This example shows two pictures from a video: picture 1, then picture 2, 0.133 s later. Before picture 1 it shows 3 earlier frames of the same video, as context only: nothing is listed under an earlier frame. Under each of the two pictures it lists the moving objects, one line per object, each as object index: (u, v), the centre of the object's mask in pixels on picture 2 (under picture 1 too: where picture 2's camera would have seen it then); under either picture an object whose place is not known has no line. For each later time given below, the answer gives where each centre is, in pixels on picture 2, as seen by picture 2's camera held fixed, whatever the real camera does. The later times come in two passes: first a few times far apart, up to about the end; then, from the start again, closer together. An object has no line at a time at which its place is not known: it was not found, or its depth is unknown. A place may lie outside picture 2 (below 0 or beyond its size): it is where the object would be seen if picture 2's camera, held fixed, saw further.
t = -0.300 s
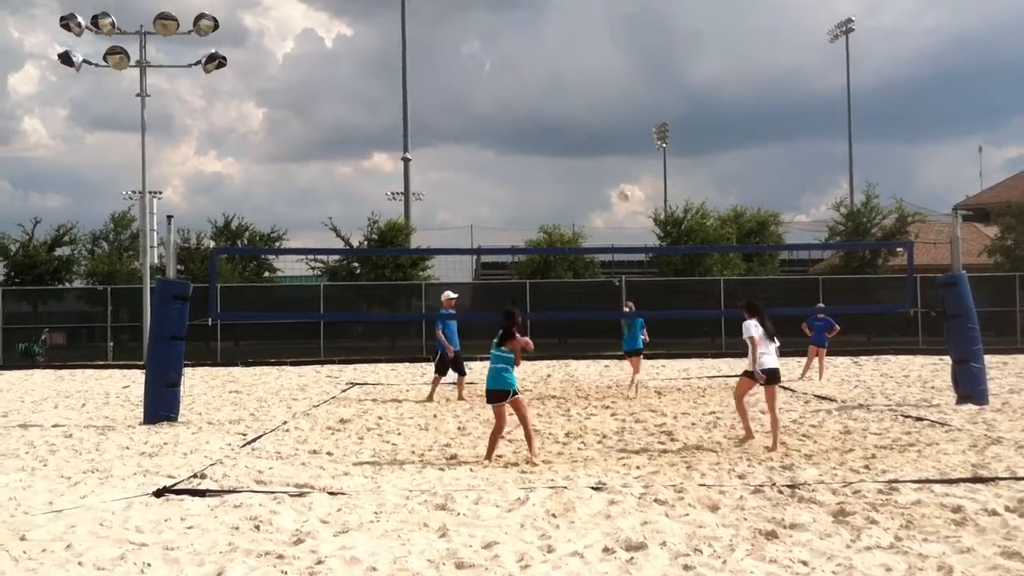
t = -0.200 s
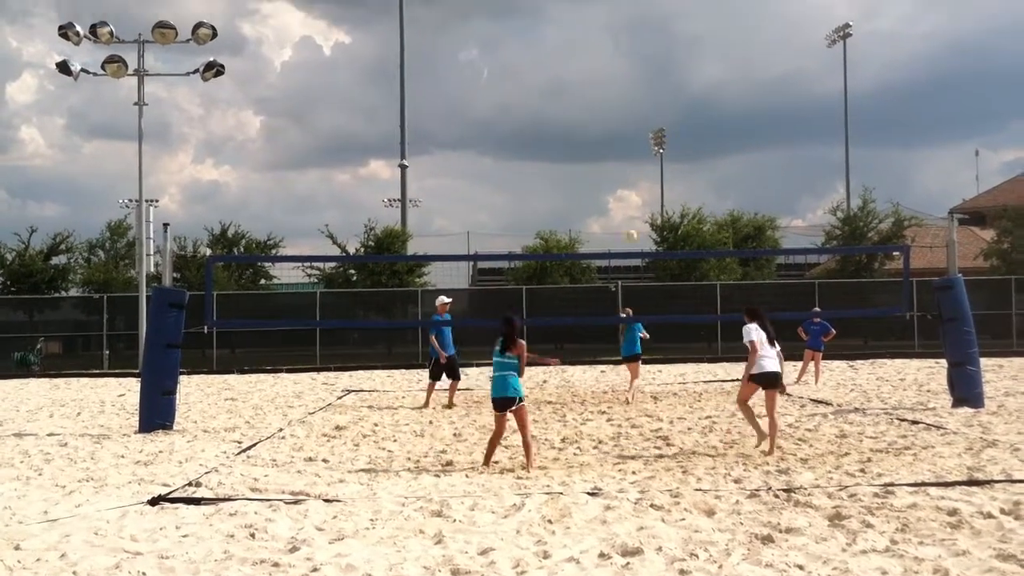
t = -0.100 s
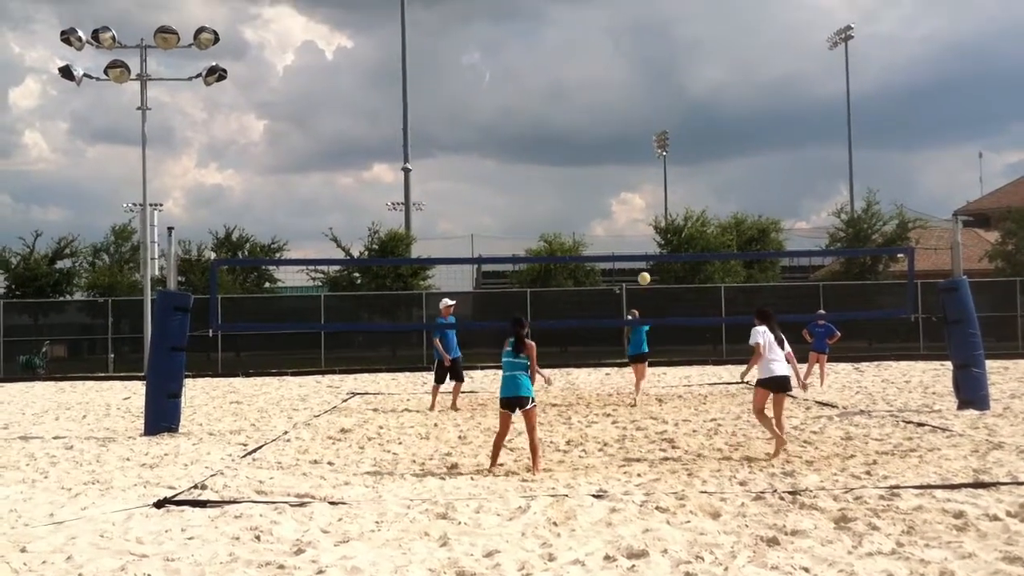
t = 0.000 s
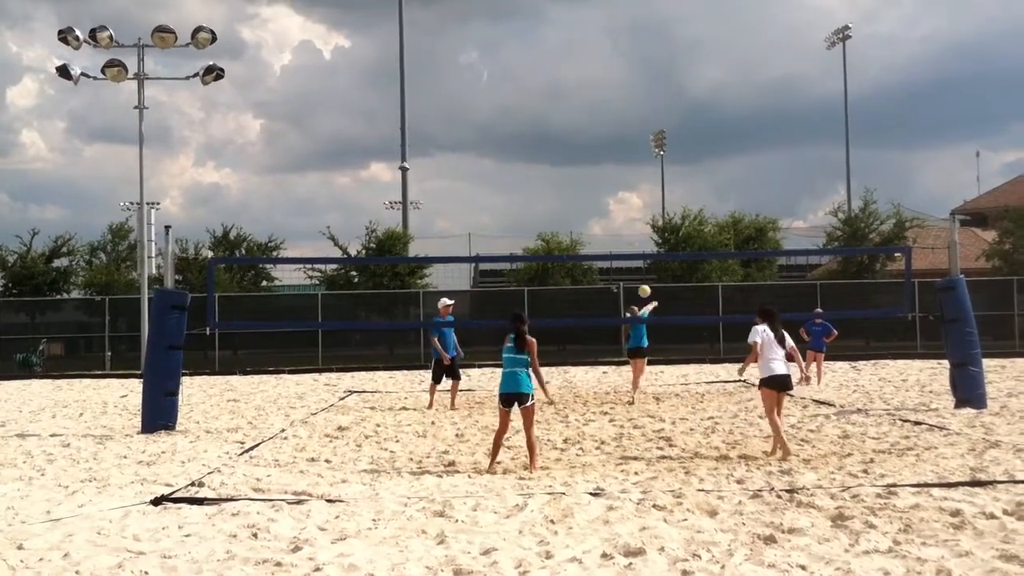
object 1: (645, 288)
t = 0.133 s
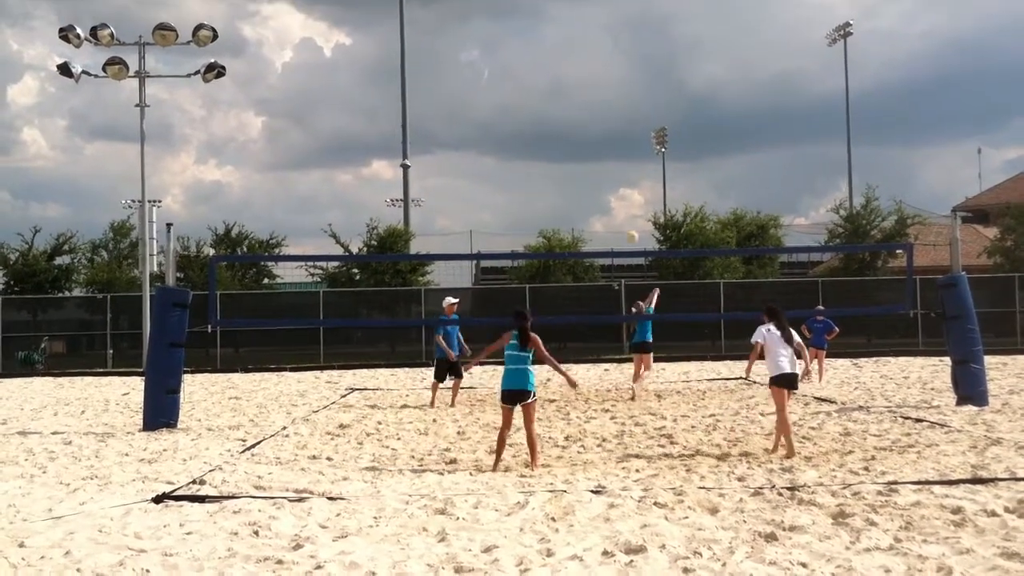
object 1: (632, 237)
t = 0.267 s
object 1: (617, 194)
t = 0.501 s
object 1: (594, 144)
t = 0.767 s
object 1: (567, 122)
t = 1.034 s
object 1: (539, 138)
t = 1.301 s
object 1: (514, 195)
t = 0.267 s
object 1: (617, 194)
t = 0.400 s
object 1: (604, 162)
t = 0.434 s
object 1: (600, 156)
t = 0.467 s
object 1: (597, 150)
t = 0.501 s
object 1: (594, 144)
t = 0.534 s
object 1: (590, 139)
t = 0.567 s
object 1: (586, 135)
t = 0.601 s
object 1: (583, 131)
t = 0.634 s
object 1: (579, 128)
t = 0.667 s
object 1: (577, 125)
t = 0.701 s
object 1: (572, 123)
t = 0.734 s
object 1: (569, 122)
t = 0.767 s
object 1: (567, 122)
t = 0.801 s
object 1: (564, 121)
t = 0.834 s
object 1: (558, 122)
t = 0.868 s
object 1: (555, 123)
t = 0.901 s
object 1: (552, 125)
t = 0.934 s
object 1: (550, 127)
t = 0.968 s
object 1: (547, 131)
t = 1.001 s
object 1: (543, 134)
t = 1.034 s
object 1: (539, 138)
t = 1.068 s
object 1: (535, 143)
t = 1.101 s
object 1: (532, 149)
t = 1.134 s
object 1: (530, 155)
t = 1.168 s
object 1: (525, 162)
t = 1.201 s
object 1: (522, 168)
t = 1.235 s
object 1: (520, 176)
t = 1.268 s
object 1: (517, 185)
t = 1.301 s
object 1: (514, 195)
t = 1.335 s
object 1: (511, 206)
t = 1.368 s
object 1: (509, 215)
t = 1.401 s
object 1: (505, 226)
